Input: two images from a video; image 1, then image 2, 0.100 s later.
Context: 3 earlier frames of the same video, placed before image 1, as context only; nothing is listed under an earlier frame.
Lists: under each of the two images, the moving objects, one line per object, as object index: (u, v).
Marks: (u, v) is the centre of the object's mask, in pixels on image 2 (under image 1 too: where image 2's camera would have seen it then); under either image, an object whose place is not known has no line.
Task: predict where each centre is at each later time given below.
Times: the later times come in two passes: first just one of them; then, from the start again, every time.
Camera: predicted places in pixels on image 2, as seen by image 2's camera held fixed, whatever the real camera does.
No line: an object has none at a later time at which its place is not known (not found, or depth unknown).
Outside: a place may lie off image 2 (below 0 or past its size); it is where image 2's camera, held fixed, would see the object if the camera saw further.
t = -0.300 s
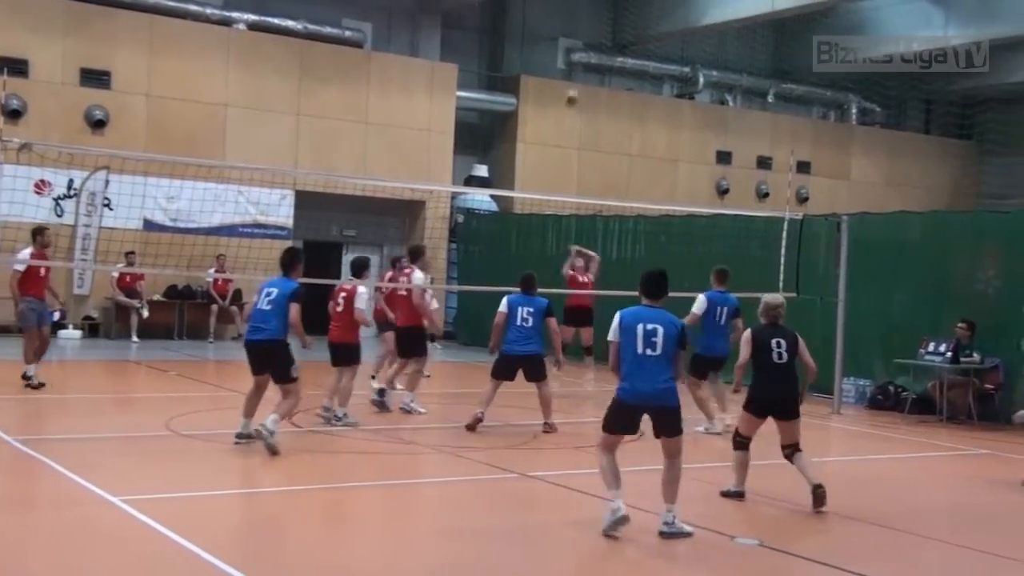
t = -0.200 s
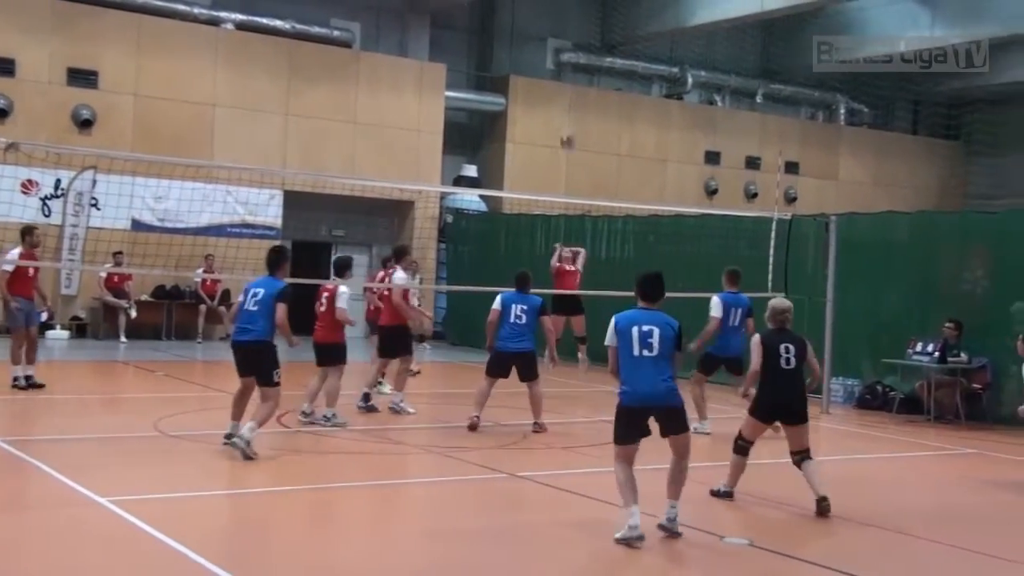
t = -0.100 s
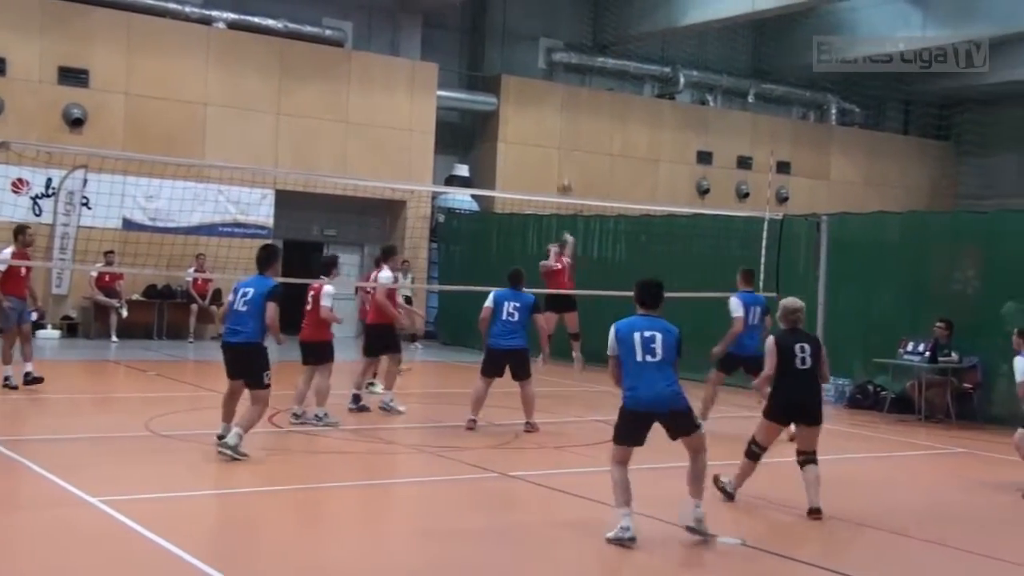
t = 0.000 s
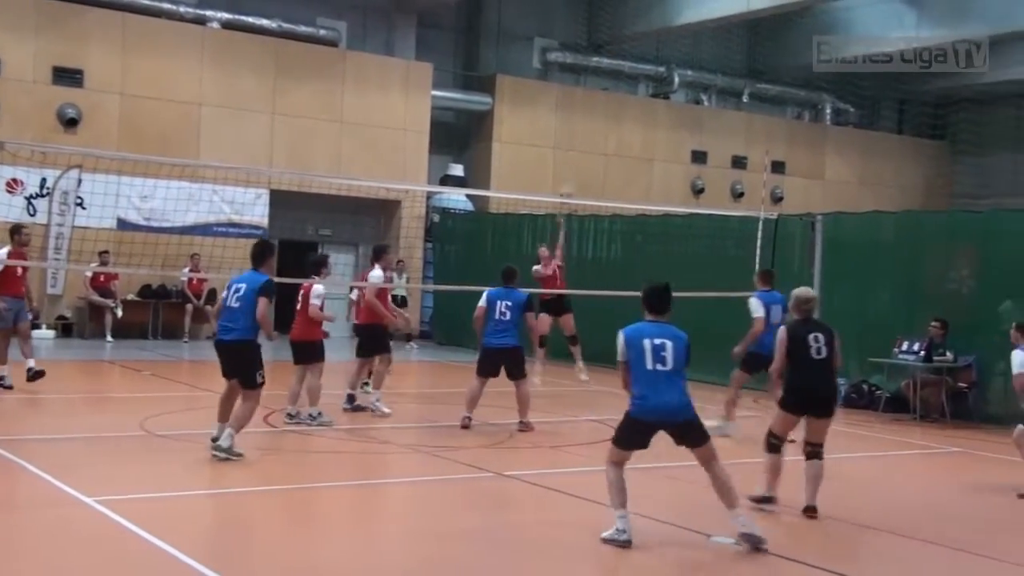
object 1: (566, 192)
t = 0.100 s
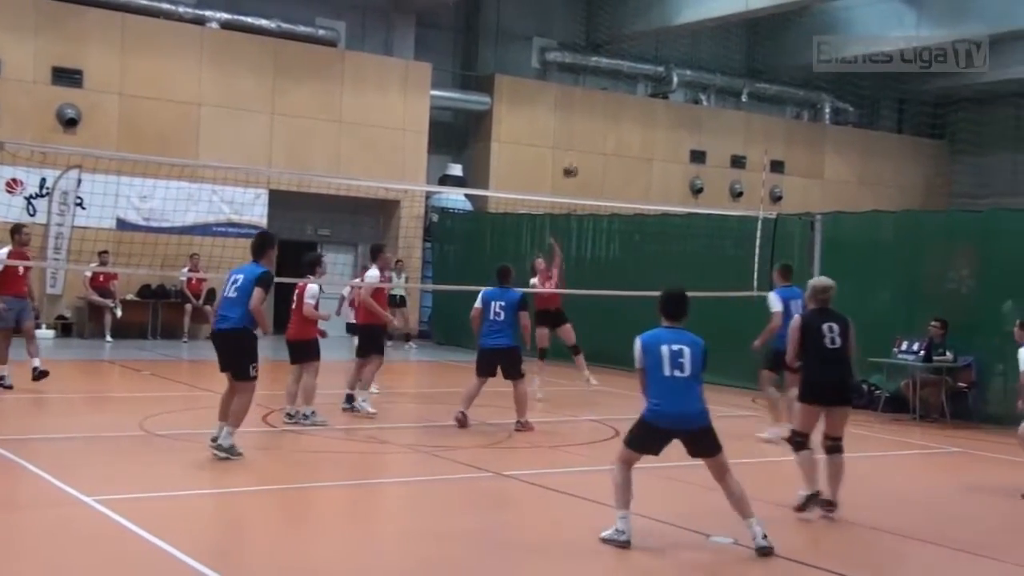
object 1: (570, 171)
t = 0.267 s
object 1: (578, 141)
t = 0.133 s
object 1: (571, 160)
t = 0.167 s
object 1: (573, 156)
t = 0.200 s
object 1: (575, 149)
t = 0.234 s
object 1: (577, 143)
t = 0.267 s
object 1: (578, 141)
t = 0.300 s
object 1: (581, 137)
